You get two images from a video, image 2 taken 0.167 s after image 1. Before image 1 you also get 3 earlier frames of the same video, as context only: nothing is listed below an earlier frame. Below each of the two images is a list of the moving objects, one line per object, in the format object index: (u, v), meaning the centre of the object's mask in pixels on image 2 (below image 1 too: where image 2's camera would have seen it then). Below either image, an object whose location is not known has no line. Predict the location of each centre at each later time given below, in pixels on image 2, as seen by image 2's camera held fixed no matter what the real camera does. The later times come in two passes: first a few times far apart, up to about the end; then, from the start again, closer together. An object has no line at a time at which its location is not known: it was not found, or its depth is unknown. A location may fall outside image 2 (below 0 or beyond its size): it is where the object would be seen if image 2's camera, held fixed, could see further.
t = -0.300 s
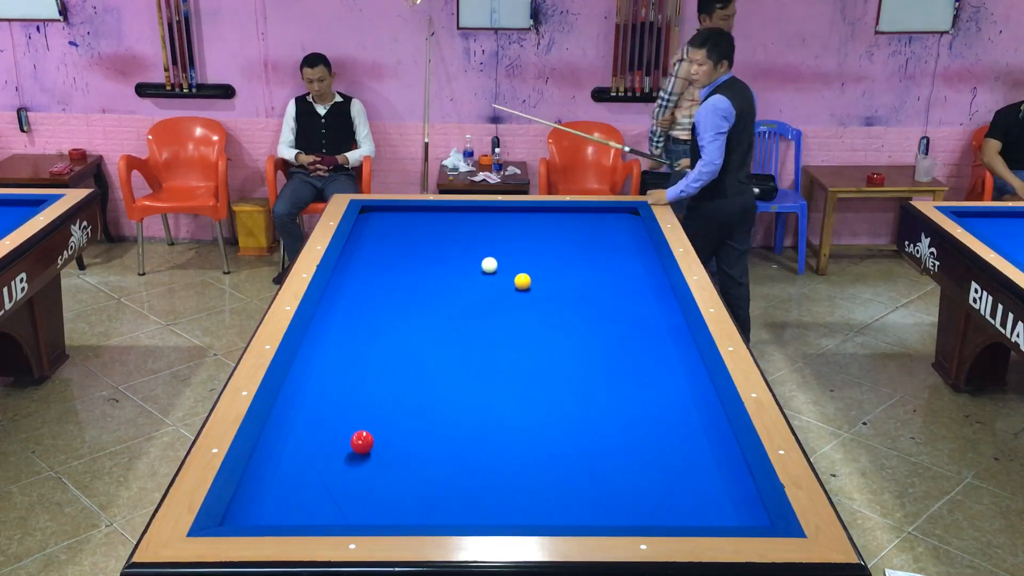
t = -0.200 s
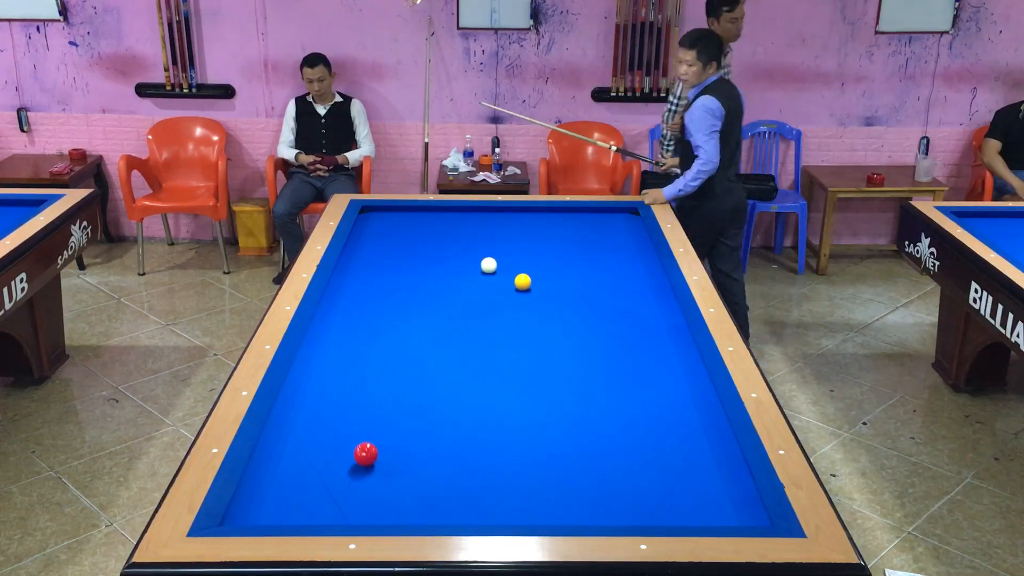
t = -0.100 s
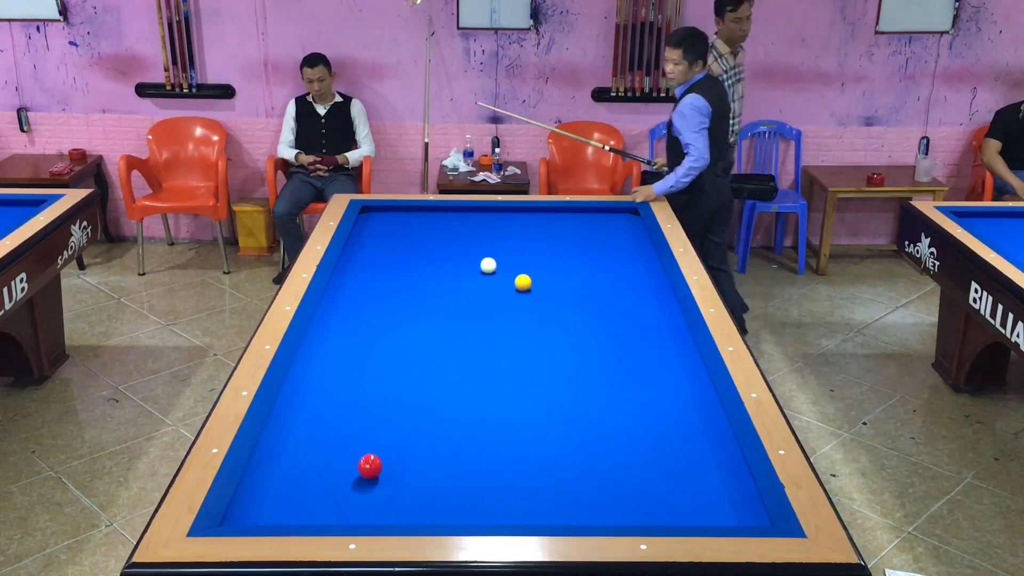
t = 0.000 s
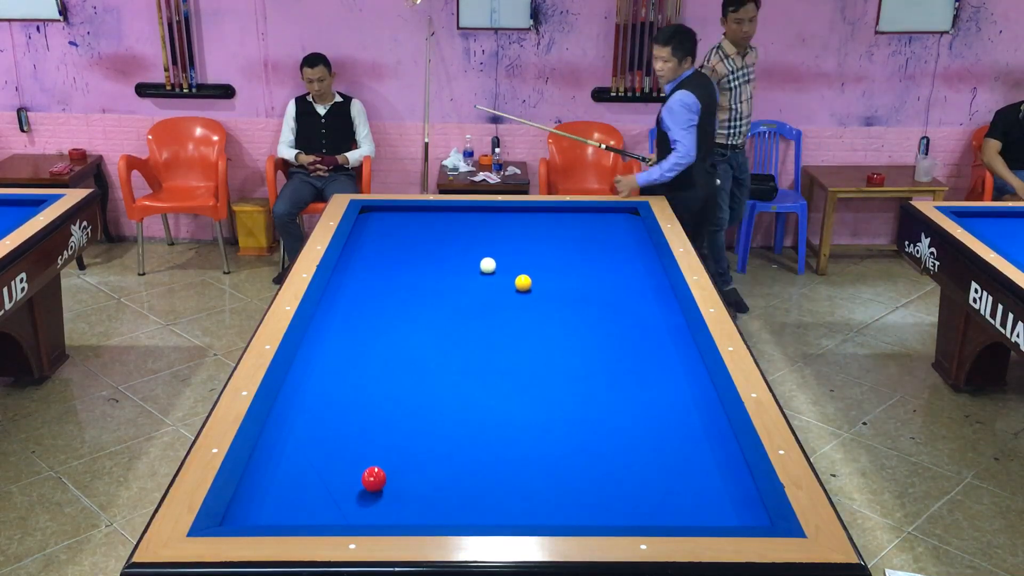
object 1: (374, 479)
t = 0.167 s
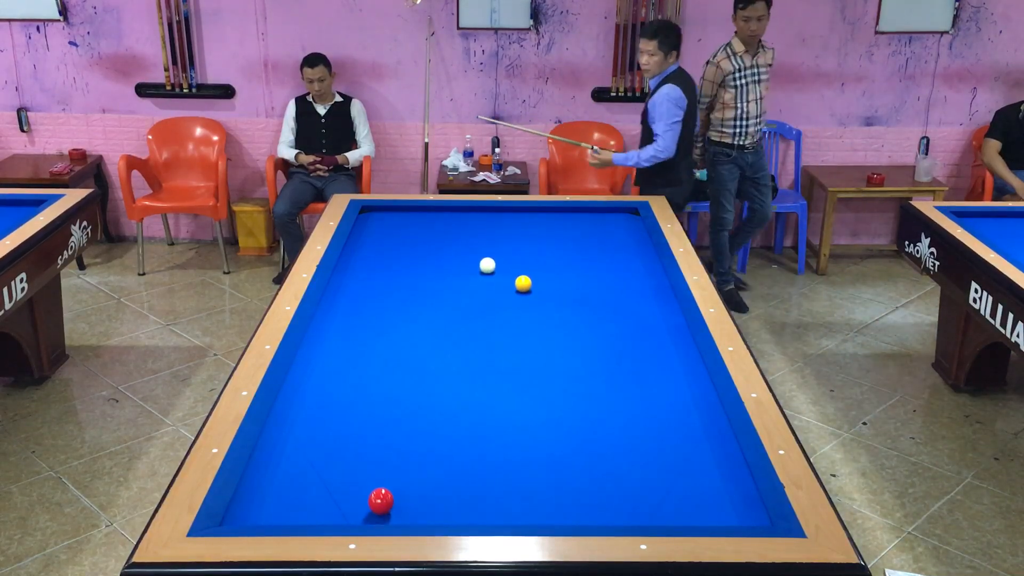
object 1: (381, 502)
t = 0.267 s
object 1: (386, 514)
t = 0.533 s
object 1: (414, 501)
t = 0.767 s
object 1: (437, 486)
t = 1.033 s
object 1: (462, 471)
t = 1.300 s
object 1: (484, 457)
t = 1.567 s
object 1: (505, 444)
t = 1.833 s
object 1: (524, 432)
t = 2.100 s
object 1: (541, 421)
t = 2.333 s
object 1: (554, 413)
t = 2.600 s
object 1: (569, 404)
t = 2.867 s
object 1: (582, 395)
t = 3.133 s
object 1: (594, 387)
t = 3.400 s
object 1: (605, 380)
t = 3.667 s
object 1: (615, 374)
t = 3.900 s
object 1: (623, 369)
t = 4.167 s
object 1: (632, 363)
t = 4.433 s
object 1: (640, 358)
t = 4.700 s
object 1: (647, 354)
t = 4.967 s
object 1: (653, 349)
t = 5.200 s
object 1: (658, 347)
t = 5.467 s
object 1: (663, 343)
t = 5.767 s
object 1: (668, 340)
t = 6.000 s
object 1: (671, 338)
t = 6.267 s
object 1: (675, 336)
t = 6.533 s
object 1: (678, 334)
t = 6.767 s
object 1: (680, 333)
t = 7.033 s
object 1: (680, 332)
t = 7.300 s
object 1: (679, 331)
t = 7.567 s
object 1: (678, 331)
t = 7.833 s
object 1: (678, 331)
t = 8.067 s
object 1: (678, 331)
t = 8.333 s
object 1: (678, 331)
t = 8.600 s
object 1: (678, 331)
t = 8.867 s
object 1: (678, 331)
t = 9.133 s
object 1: (678, 331)
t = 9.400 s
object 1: (678, 331)
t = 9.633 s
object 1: (678, 331)
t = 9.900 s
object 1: (678, 331)
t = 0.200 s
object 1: (382, 506)
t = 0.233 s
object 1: (384, 511)
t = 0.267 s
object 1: (386, 514)
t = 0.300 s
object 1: (387, 516)
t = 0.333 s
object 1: (391, 514)
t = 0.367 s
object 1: (395, 512)
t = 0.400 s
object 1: (399, 510)
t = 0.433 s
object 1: (403, 507)
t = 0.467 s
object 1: (406, 505)
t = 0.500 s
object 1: (410, 503)
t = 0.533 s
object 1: (414, 501)
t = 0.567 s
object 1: (417, 498)
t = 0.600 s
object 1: (420, 496)
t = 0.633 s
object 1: (424, 494)
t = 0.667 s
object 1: (427, 492)
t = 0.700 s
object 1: (431, 490)
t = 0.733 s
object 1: (434, 488)
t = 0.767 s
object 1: (437, 486)
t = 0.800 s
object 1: (441, 484)
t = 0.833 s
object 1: (443, 482)
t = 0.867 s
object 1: (447, 480)
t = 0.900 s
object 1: (450, 478)
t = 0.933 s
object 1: (453, 476)
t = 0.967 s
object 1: (456, 474)
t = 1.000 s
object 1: (459, 473)
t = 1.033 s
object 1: (462, 471)
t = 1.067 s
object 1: (465, 469)
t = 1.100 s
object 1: (468, 467)
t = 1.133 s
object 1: (471, 465)
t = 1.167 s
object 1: (474, 464)
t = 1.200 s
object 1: (476, 462)
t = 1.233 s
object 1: (479, 460)
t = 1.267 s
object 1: (482, 458)
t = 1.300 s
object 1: (484, 457)
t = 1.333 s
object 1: (487, 455)
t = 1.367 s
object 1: (490, 454)
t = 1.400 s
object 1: (492, 452)
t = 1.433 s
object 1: (495, 450)
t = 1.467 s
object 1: (498, 449)
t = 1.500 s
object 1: (500, 447)
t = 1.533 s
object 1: (502, 445)
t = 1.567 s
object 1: (505, 444)
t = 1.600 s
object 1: (507, 442)
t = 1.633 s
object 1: (510, 441)
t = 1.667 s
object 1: (512, 439)
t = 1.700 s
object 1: (514, 438)
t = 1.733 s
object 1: (517, 436)
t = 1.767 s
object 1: (519, 435)
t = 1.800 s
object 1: (521, 434)
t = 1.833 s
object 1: (524, 432)
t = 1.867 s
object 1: (526, 431)
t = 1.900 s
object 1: (528, 430)
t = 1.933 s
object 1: (530, 428)
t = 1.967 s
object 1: (532, 427)
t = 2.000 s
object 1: (534, 425)
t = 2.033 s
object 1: (536, 424)
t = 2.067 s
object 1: (539, 423)
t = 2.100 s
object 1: (541, 421)
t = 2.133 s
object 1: (543, 420)
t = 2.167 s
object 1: (545, 419)
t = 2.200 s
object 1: (547, 418)
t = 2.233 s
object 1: (549, 416)
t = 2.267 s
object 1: (551, 415)
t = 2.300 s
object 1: (552, 414)
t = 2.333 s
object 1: (554, 413)
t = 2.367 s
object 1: (556, 412)
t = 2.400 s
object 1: (558, 410)
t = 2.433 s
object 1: (560, 409)
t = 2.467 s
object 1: (562, 408)
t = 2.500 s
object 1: (563, 407)
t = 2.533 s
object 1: (565, 406)
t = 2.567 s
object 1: (567, 405)
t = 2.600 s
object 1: (569, 404)
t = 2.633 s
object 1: (570, 403)
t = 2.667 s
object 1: (572, 401)
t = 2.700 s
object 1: (574, 400)
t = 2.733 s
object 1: (576, 399)
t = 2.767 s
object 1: (577, 398)
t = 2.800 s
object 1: (579, 397)
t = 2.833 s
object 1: (580, 396)
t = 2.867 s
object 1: (582, 395)
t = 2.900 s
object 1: (584, 394)
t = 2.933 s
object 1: (585, 393)
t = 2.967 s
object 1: (587, 392)
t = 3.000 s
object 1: (588, 391)
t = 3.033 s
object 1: (590, 390)
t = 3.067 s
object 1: (591, 389)
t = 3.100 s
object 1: (593, 388)
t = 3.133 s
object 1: (594, 387)
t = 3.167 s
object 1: (596, 386)
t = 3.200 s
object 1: (597, 386)
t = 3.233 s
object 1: (599, 385)
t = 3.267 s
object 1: (600, 384)
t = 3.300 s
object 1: (601, 383)
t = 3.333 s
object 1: (602, 382)
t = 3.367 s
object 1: (604, 381)
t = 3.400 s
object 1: (605, 380)
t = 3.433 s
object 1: (606, 380)
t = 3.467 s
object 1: (608, 379)
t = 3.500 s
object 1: (609, 378)
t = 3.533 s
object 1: (610, 377)
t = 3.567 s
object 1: (612, 376)
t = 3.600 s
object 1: (613, 375)
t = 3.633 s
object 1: (614, 375)
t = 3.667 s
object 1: (615, 374)
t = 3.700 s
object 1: (617, 373)
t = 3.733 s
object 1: (618, 372)
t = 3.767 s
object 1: (619, 371)
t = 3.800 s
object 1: (620, 371)
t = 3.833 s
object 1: (621, 370)
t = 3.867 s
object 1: (622, 369)
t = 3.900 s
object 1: (623, 369)
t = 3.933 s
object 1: (624, 368)
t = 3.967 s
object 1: (626, 367)
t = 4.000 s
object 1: (627, 366)
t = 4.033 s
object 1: (628, 366)
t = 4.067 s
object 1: (629, 365)
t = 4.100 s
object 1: (630, 364)
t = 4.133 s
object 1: (631, 364)
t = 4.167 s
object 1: (632, 363)
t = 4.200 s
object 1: (633, 362)
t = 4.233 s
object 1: (634, 362)
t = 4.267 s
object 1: (635, 361)
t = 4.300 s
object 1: (636, 361)
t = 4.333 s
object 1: (637, 360)
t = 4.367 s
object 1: (638, 359)
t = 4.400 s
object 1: (639, 359)
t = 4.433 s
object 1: (640, 358)
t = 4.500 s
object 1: (642, 357)
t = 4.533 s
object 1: (643, 357)
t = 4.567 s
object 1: (644, 356)
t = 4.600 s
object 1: (645, 355)
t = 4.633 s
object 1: (646, 355)
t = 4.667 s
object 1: (646, 354)
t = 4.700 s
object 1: (647, 354)
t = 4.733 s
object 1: (648, 353)
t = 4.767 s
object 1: (649, 352)
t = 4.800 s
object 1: (649, 352)
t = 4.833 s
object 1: (650, 351)
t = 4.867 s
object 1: (651, 351)
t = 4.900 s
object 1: (652, 351)
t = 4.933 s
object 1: (652, 350)
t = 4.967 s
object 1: (653, 349)
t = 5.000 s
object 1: (654, 349)
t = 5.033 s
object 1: (655, 349)
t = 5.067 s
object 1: (655, 348)
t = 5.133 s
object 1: (657, 347)
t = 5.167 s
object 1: (657, 347)
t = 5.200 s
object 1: (658, 347)
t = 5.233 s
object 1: (659, 346)
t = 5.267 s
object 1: (659, 345)
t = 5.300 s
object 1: (660, 345)
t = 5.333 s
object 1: (661, 345)
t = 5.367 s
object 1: (661, 344)
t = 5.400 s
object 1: (662, 344)
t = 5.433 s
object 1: (662, 344)
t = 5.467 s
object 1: (663, 343)
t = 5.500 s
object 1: (664, 343)
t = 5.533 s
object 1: (664, 342)
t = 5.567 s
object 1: (665, 342)
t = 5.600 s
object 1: (665, 342)
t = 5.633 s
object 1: (666, 341)
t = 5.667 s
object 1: (666, 341)
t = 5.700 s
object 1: (667, 341)
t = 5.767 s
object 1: (668, 340)
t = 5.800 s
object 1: (668, 340)
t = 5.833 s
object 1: (669, 340)
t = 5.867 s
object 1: (669, 339)
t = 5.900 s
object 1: (670, 339)
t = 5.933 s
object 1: (670, 339)
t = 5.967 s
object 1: (671, 338)
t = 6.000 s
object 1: (671, 338)
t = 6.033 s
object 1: (672, 338)
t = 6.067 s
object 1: (672, 337)
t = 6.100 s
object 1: (672, 337)
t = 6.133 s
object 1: (673, 337)
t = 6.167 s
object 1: (673, 337)
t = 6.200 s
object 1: (674, 336)
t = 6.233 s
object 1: (674, 336)
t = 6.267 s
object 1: (675, 336)
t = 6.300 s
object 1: (675, 336)
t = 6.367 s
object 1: (675, 335)
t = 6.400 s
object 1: (676, 335)
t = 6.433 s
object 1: (677, 335)
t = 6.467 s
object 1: (677, 335)
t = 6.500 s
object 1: (677, 334)
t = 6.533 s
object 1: (678, 334)
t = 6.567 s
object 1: (678, 334)
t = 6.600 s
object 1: (678, 334)
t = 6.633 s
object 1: (679, 334)
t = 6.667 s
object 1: (679, 334)
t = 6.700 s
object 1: (679, 333)
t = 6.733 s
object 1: (679, 333)
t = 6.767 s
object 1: (680, 333)
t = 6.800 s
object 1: (680, 333)
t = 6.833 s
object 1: (680, 333)
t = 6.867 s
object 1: (680, 332)
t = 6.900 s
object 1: (681, 332)
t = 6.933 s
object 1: (681, 332)
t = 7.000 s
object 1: (681, 332)
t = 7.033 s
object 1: (680, 332)
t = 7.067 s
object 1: (680, 332)
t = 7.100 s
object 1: (680, 332)
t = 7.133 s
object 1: (680, 332)
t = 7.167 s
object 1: (680, 331)
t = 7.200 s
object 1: (679, 331)
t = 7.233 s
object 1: (679, 331)
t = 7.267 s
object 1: (679, 331)
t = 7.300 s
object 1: (679, 331)
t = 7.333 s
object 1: (679, 331)
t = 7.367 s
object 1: (679, 331)
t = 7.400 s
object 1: (679, 331)
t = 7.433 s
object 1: (679, 331)
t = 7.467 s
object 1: (678, 331)
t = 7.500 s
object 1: (678, 331)
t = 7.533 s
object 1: (678, 331)
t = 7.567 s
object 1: (678, 331)
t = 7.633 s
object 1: (678, 331)
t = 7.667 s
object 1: (678, 331)
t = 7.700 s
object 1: (678, 331)
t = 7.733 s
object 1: (678, 331)
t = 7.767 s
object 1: (678, 331)
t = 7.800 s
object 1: (678, 331)
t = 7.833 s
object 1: (678, 331)
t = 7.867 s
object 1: (678, 331)
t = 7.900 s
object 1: (678, 331)
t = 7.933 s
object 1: (678, 331)
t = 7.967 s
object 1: (678, 331)
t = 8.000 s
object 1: (678, 331)
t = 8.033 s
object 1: (678, 331)
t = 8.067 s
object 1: (678, 331)
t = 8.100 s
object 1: (678, 331)
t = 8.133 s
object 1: (678, 331)
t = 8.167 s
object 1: (678, 331)
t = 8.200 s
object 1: (678, 331)
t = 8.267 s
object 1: (678, 331)
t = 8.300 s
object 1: (678, 331)
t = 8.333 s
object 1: (678, 331)
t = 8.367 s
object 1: (678, 331)
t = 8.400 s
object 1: (678, 331)
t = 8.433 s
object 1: (678, 331)
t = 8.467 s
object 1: (678, 331)
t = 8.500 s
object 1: (678, 331)
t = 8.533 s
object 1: (678, 331)
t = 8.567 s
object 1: (678, 331)
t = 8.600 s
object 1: (678, 331)
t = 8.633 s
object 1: (678, 331)
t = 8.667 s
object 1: (678, 331)
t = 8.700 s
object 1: (678, 331)
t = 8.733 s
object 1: (678, 331)
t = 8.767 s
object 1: (678, 331)
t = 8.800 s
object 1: (678, 331)
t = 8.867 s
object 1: (678, 331)
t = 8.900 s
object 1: (678, 331)
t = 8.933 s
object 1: (678, 331)
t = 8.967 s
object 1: (678, 331)
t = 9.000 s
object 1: (678, 331)
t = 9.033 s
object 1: (678, 331)
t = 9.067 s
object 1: (678, 331)
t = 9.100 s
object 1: (678, 331)
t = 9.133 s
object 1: (678, 331)
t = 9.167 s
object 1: (678, 331)
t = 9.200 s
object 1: (678, 331)
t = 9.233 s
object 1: (678, 331)
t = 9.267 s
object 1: (678, 331)
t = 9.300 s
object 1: (678, 331)
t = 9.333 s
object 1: (678, 331)
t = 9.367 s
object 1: (678, 331)
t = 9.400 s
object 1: (678, 331)
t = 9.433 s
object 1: (678, 331)
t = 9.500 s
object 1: (678, 331)
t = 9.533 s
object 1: (678, 331)
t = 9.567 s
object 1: (678, 331)
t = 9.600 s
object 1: (678, 331)
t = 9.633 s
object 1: (678, 331)
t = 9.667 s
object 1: (678, 331)
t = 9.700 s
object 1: (678, 331)
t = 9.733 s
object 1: (678, 331)
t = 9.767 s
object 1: (678, 331)
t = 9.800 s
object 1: (678, 331)
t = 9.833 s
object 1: (678, 331)
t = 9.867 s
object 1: (678, 331)
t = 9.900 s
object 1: (678, 331)
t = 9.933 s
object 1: (678, 331)
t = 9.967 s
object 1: (678, 331)
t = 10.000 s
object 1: (678, 331)
